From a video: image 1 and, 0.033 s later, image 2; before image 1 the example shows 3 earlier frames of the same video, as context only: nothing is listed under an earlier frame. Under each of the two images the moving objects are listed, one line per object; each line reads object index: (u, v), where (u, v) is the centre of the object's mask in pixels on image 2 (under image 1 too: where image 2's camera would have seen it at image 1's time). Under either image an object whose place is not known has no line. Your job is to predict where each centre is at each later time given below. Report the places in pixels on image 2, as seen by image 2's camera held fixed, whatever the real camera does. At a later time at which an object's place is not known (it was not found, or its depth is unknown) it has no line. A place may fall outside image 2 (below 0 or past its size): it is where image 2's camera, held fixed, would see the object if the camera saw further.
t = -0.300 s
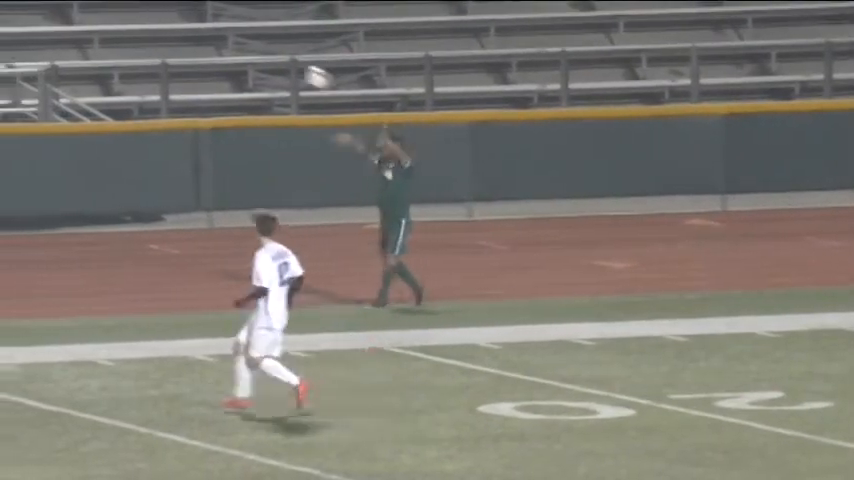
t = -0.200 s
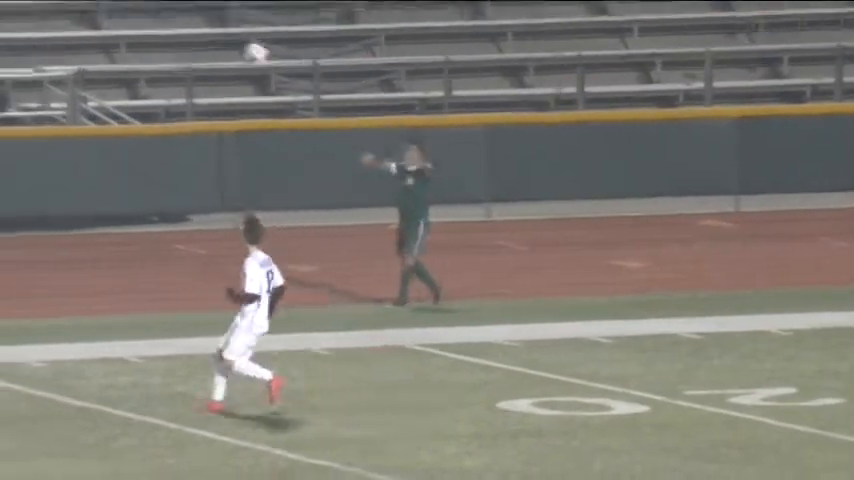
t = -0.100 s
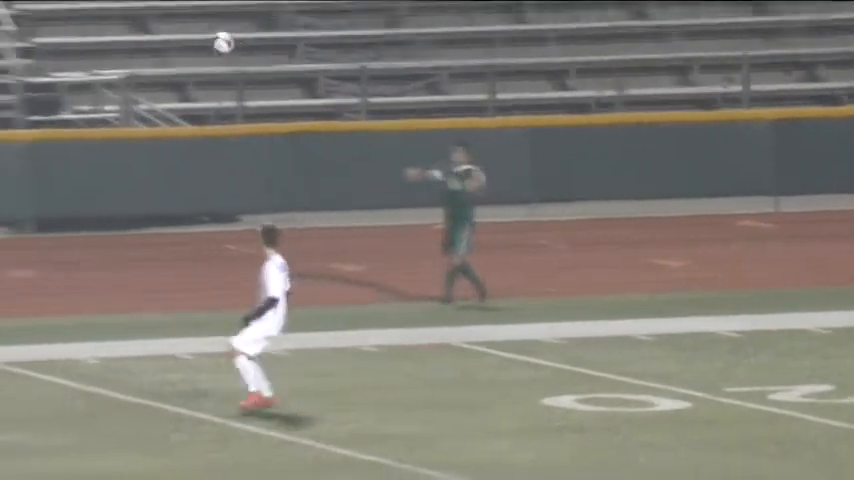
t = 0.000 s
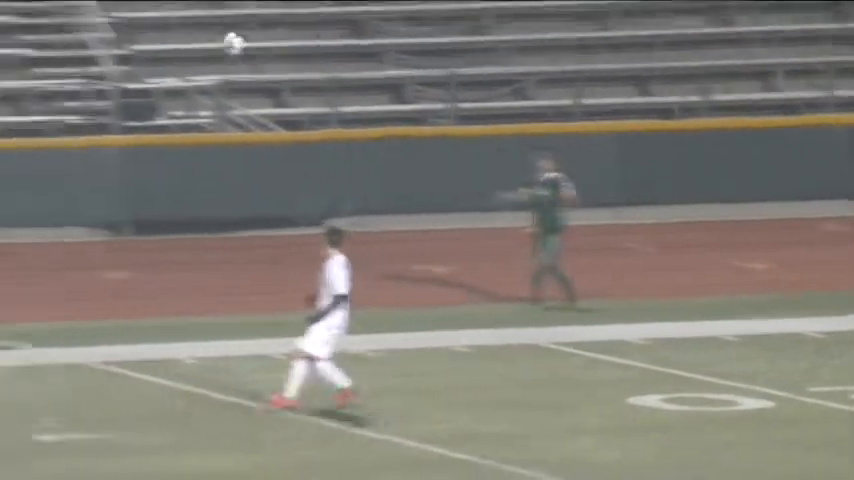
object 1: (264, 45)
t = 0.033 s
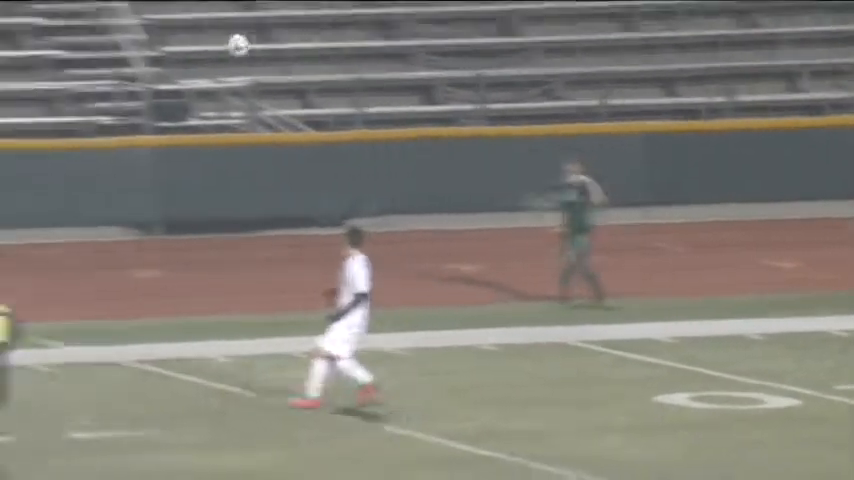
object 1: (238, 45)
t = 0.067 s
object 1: (211, 46)
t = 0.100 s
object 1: (185, 49)
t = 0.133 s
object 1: (159, 52)
